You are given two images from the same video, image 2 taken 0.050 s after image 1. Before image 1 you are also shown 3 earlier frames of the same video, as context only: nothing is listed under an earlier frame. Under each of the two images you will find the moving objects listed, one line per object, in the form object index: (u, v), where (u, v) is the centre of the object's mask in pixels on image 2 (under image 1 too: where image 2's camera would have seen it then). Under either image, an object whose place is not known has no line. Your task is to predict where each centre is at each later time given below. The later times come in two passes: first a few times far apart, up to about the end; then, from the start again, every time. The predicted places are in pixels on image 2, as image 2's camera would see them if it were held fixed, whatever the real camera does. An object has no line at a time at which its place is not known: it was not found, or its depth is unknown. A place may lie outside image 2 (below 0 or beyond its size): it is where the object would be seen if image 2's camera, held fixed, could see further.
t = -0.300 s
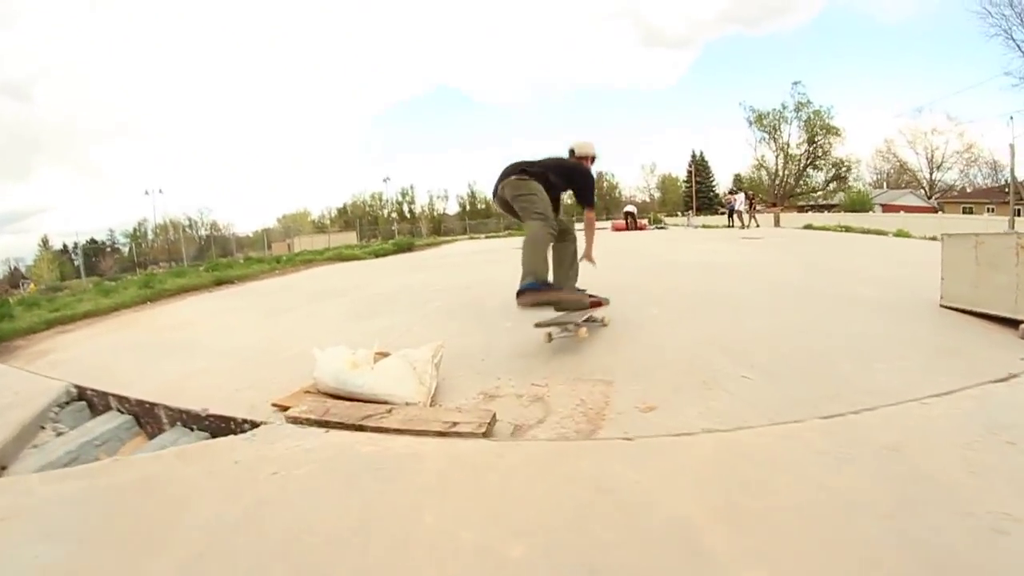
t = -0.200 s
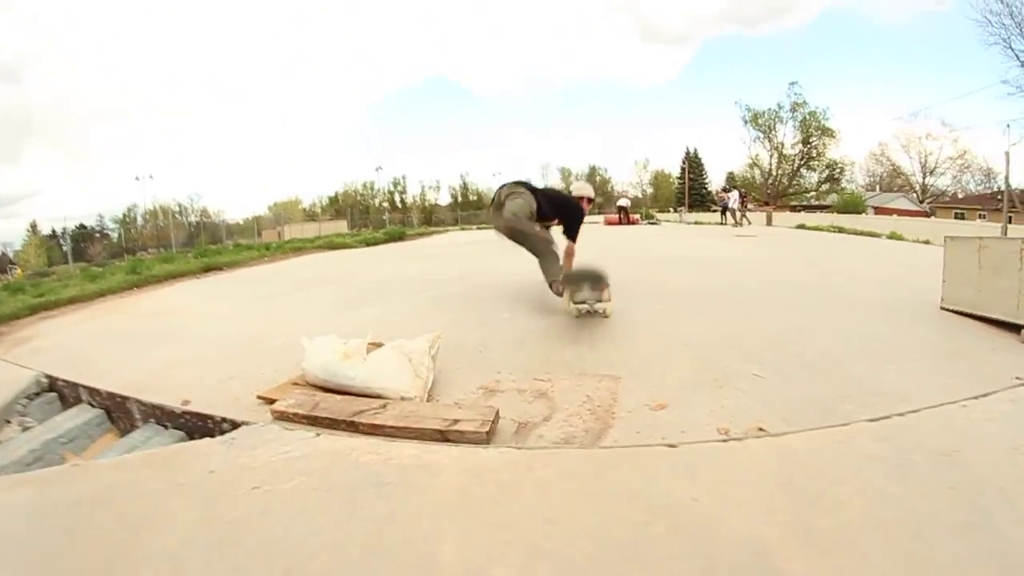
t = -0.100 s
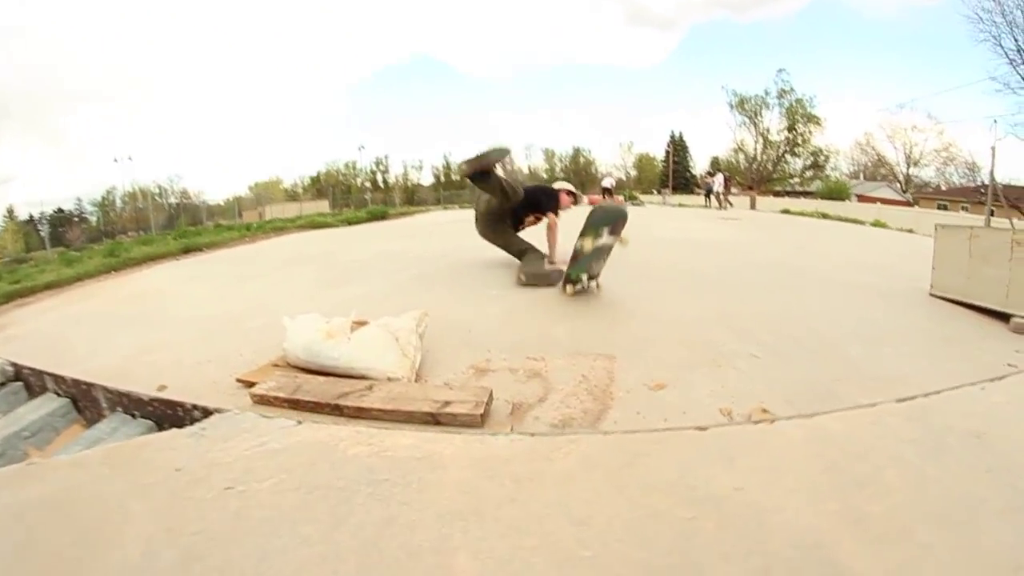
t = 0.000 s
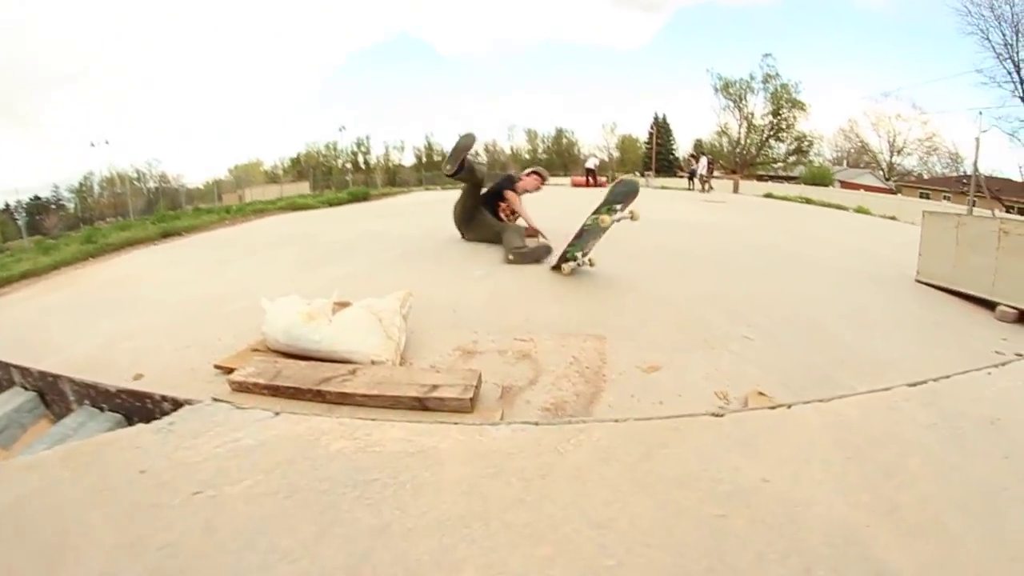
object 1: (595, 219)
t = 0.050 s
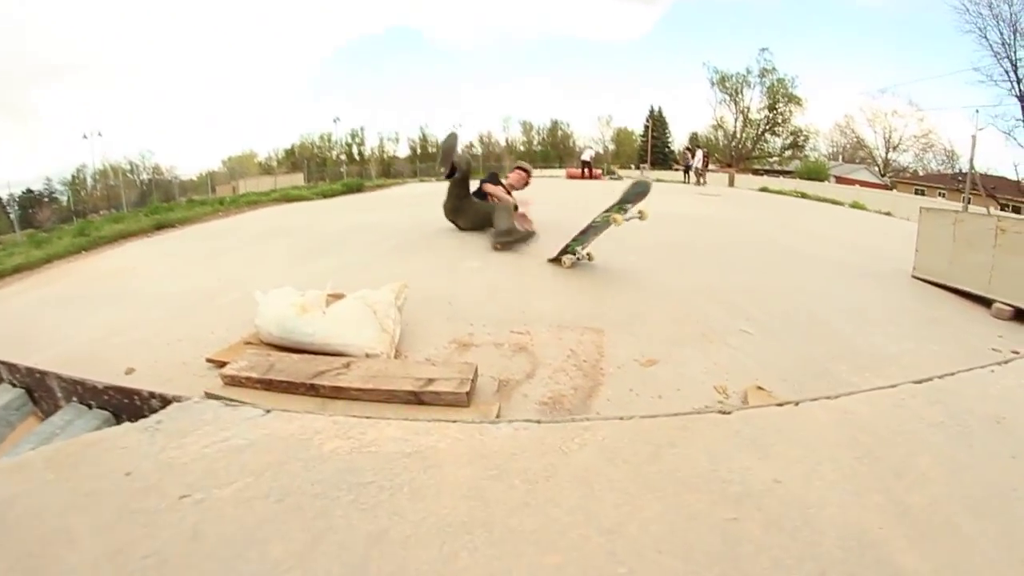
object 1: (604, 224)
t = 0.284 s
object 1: (626, 250)
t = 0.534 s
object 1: (652, 256)
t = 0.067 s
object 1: (607, 226)
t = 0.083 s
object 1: (611, 228)
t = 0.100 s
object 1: (614, 230)
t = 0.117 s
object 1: (617, 232)
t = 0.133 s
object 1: (617, 236)
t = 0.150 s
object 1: (619, 239)
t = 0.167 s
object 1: (621, 243)
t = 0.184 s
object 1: (618, 248)
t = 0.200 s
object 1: (621, 251)
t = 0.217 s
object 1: (622, 254)
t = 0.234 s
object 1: (623, 253)
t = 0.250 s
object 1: (623, 252)
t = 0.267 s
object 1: (625, 251)
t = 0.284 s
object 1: (626, 250)
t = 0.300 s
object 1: (627, 250)
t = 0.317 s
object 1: (629, 250)
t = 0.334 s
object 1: (631, 250)
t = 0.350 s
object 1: (633, 250)
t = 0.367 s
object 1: (635, 251)
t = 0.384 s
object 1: (636, 252)
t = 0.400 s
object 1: (638, 253)
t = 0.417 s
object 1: (640, 255)
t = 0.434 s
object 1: (642, 255)
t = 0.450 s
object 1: (644, 255)
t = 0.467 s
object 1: (645, 255)
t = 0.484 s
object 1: (647, 255)
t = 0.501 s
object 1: (648, 255)
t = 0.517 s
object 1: (650, 256)
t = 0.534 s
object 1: (652, 256)
